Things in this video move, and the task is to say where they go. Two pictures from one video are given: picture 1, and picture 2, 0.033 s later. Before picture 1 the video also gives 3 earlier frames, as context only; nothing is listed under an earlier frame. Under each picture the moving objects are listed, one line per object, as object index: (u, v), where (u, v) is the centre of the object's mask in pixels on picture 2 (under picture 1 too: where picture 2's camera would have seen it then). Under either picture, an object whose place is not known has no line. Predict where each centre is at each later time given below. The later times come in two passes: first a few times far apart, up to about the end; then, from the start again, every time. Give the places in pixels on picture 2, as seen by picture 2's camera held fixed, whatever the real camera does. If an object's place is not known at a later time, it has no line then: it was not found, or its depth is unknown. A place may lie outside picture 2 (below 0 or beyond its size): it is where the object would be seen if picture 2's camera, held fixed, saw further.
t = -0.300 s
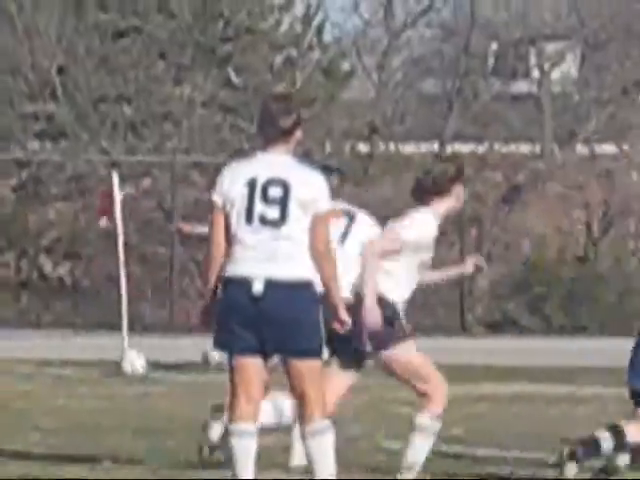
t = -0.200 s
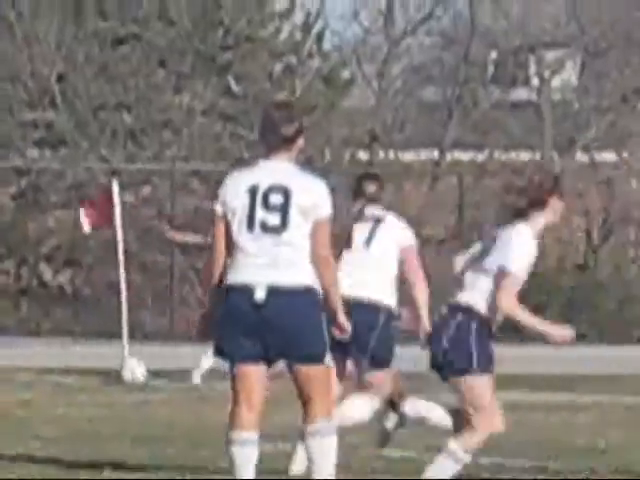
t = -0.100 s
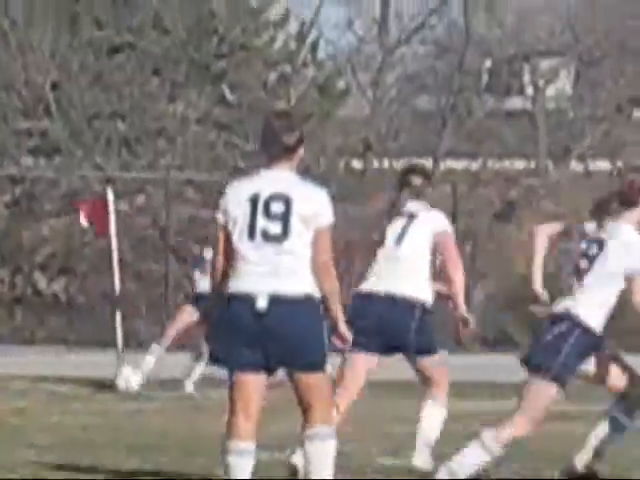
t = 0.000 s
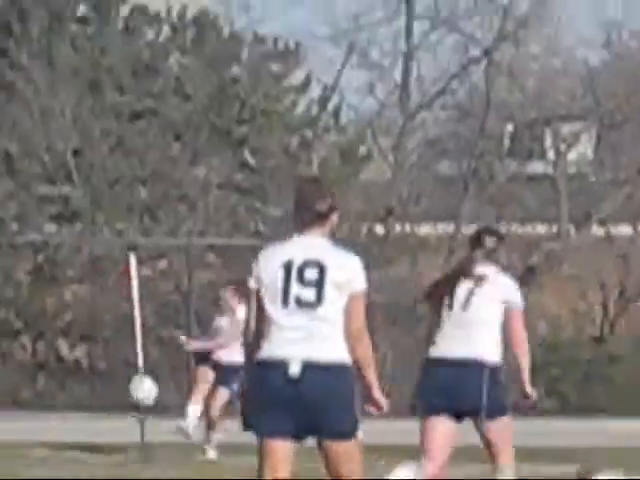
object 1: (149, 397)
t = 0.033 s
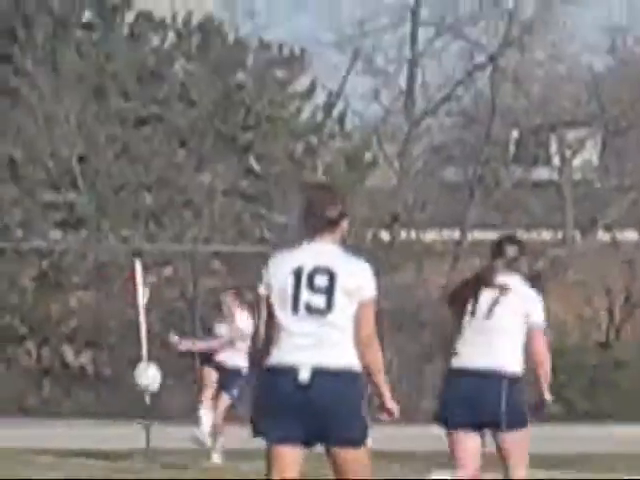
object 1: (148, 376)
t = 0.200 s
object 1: (156, 288)
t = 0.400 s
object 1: (190, 211)
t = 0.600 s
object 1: (250, 162)
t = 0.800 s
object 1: (330, 152)
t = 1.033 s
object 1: (456, 198)
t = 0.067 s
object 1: (148, 359)
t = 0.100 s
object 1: (148, 340)
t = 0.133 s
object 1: (151, 322)
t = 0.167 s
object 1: (154, 304)
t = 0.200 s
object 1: (156, 288)
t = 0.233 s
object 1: (160, 273)
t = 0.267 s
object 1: (165, 259)
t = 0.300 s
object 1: (170, 245)
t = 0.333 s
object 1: (176, 233)
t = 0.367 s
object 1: (183, 222)
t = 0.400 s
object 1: (190, 211)
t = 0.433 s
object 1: (199, 201)
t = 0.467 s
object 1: (208, 192)
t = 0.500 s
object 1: (218, 182)
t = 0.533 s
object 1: (229, 175)
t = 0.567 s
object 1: (240, 168)
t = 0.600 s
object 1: (250, 162)
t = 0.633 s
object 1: (261, 158)
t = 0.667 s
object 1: (270, 155)
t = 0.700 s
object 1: (286, 153)
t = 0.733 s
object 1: (300, 152)
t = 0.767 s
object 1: (315, 152)
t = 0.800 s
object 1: (330, 152)
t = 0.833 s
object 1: (347, 153)
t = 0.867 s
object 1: (363, 157)
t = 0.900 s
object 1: (381, 161)
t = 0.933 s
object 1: (399, 168)
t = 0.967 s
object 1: (417, 177)
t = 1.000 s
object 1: (437, 185)
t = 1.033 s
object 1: (456, 198)
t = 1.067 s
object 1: (477, 209)
